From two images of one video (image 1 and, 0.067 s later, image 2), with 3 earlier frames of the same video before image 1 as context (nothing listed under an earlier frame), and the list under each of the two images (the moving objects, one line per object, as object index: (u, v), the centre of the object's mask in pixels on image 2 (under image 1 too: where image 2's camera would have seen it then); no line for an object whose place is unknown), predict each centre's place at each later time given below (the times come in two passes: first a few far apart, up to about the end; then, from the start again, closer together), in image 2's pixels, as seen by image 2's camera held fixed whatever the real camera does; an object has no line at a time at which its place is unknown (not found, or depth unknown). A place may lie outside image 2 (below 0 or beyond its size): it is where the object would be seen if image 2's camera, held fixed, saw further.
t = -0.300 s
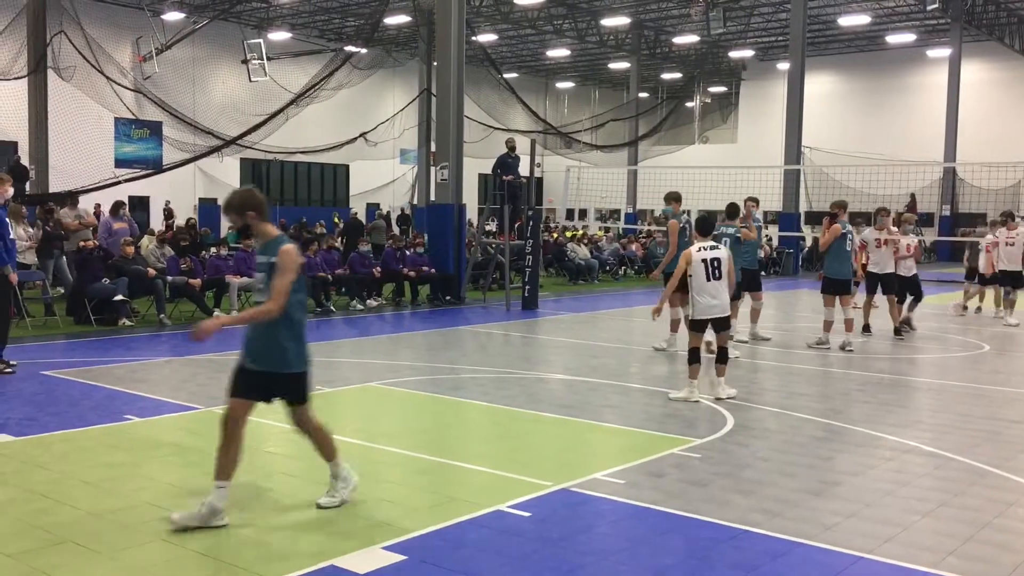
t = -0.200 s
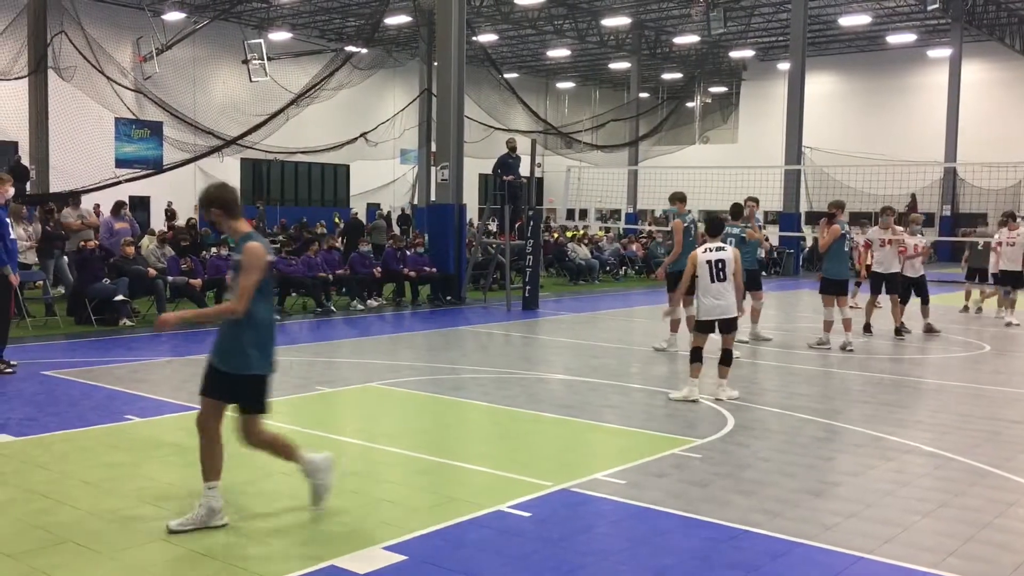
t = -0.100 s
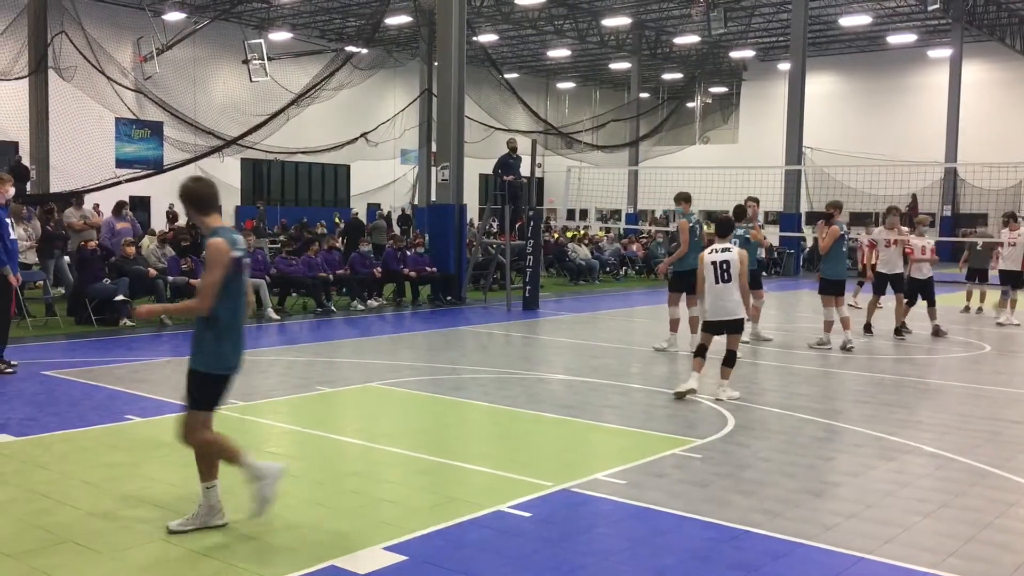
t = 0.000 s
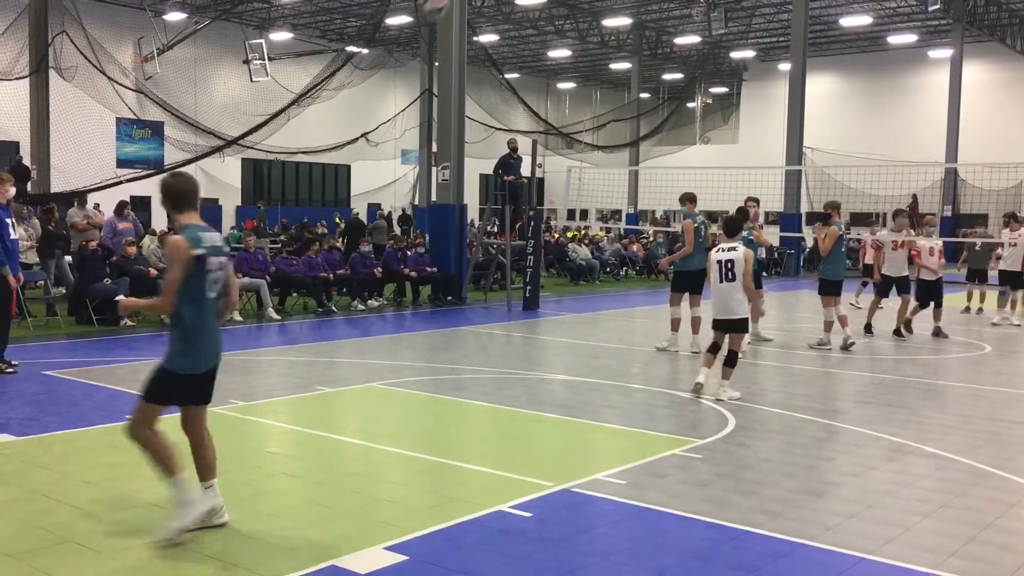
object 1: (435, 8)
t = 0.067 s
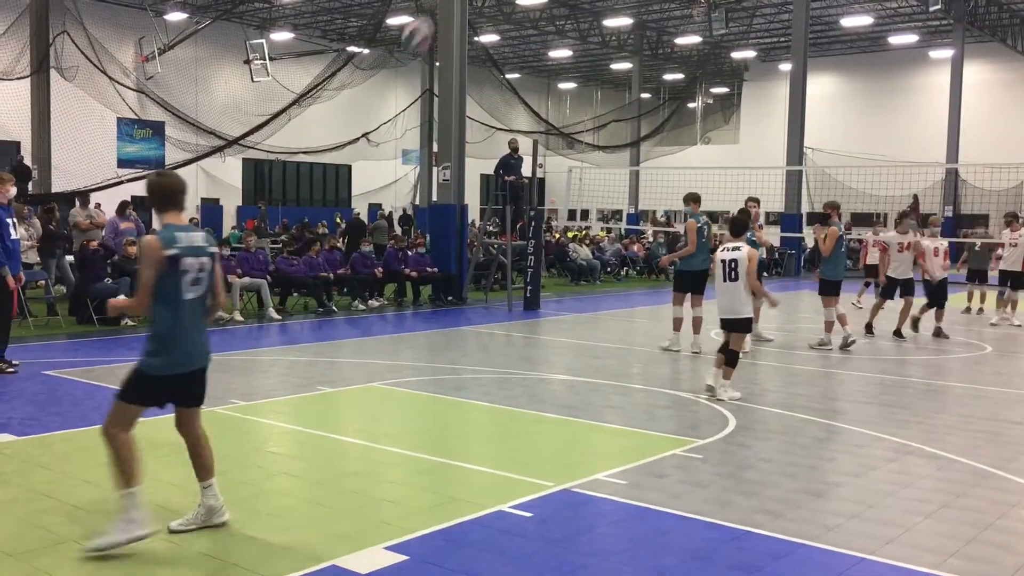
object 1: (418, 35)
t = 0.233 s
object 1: (369, 150)
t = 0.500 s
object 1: (263, 484)
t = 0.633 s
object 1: (226, 379)
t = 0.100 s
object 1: (410, 50)
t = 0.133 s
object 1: (400, 70)
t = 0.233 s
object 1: (369, 150)
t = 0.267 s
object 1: (358, 183)
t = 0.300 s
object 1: (345, 216)
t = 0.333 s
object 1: (335, 251)
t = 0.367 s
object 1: (324, 289)
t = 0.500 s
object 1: (263, 484)
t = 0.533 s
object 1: (253, 472)
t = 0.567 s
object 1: (244, 441)
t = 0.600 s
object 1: (235, 408)
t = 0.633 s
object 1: (226, 379)
